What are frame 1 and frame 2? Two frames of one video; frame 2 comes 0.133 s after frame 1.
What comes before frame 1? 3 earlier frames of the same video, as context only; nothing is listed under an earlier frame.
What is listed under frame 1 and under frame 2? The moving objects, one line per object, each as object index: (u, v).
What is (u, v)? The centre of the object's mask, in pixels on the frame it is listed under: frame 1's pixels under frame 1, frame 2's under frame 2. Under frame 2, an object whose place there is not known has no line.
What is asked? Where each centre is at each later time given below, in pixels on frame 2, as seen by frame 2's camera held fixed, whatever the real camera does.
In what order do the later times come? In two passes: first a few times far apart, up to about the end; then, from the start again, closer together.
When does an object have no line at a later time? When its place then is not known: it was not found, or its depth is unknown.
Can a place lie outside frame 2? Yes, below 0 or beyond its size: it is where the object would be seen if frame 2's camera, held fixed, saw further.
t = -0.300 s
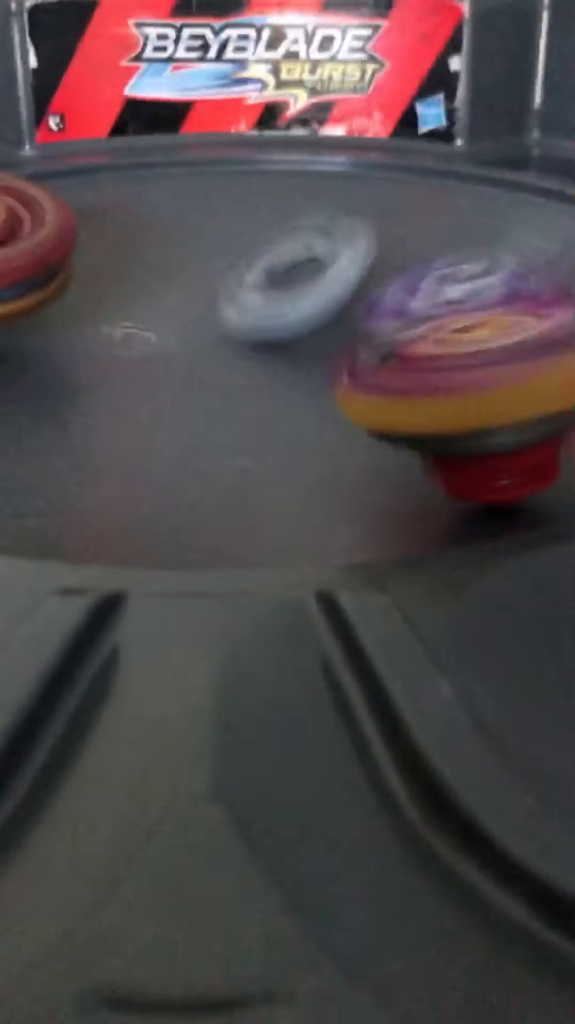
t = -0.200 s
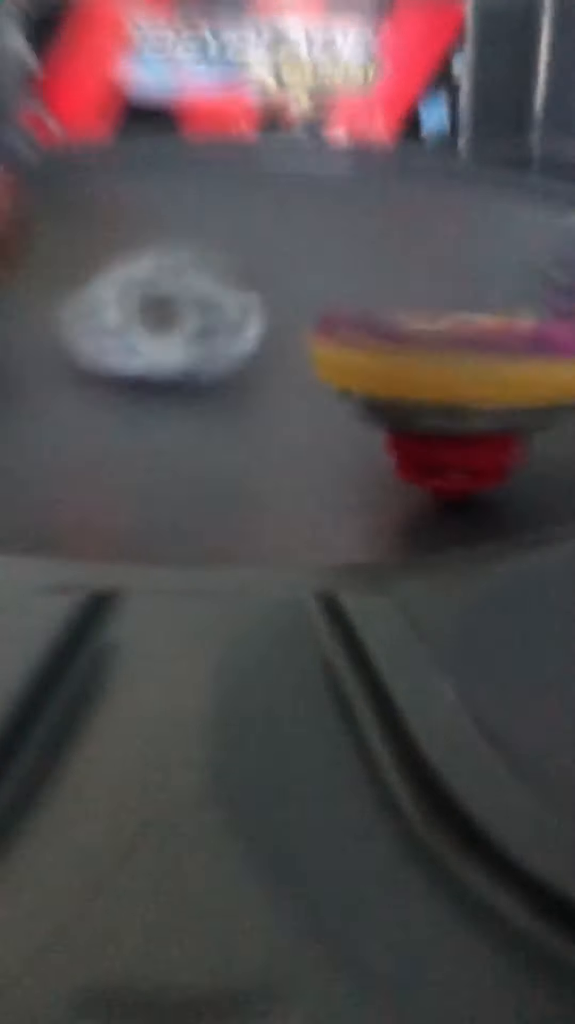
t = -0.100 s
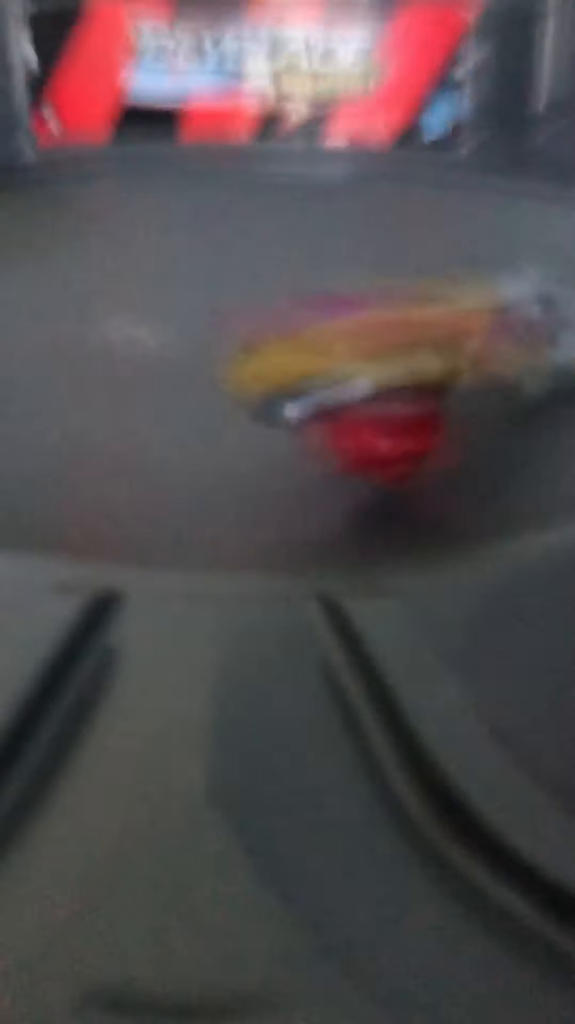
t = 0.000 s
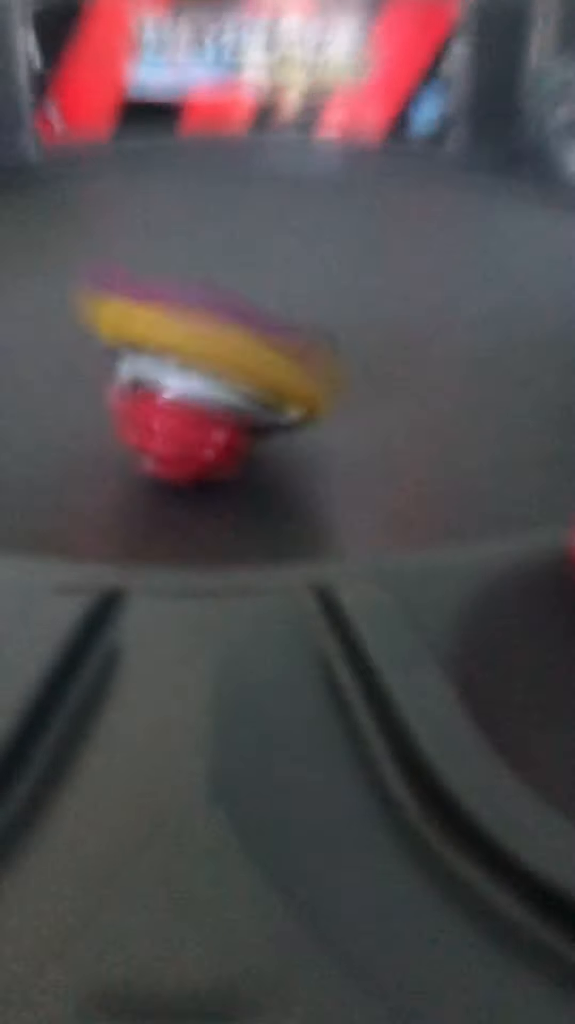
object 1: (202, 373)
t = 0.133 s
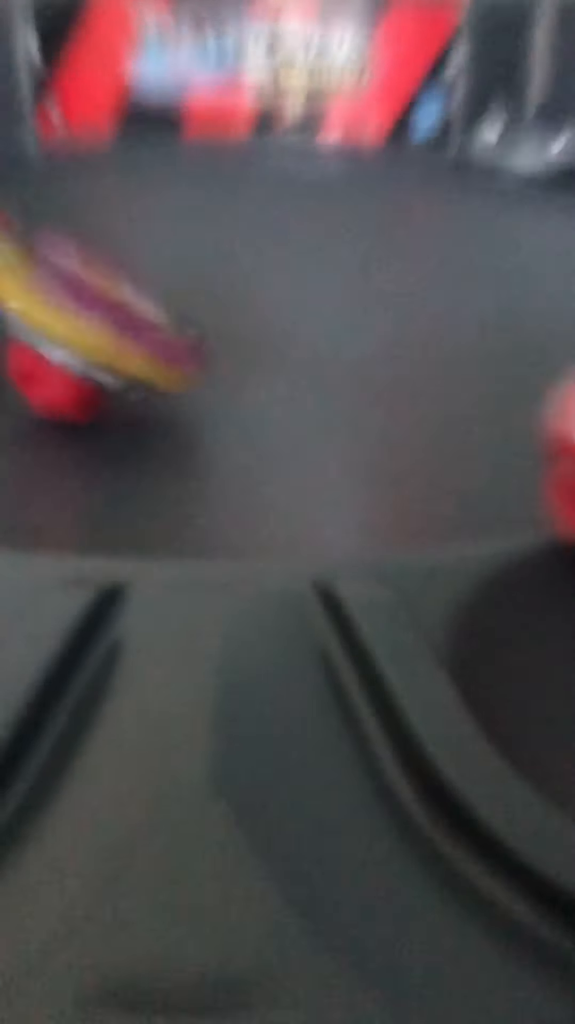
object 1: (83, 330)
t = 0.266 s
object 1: (218, 275)
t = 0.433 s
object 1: (401, 219)
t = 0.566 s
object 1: (470, 207)
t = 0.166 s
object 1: (78, 321)
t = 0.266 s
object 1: (218, 275)
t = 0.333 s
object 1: (302, 249)
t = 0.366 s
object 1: (339, 238)
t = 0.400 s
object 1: (372, 228)
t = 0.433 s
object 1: (401, 219)
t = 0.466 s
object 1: (424, 214)
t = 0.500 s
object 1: (449, 210)
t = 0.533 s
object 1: (461, 209)
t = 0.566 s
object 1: (470, 207)
